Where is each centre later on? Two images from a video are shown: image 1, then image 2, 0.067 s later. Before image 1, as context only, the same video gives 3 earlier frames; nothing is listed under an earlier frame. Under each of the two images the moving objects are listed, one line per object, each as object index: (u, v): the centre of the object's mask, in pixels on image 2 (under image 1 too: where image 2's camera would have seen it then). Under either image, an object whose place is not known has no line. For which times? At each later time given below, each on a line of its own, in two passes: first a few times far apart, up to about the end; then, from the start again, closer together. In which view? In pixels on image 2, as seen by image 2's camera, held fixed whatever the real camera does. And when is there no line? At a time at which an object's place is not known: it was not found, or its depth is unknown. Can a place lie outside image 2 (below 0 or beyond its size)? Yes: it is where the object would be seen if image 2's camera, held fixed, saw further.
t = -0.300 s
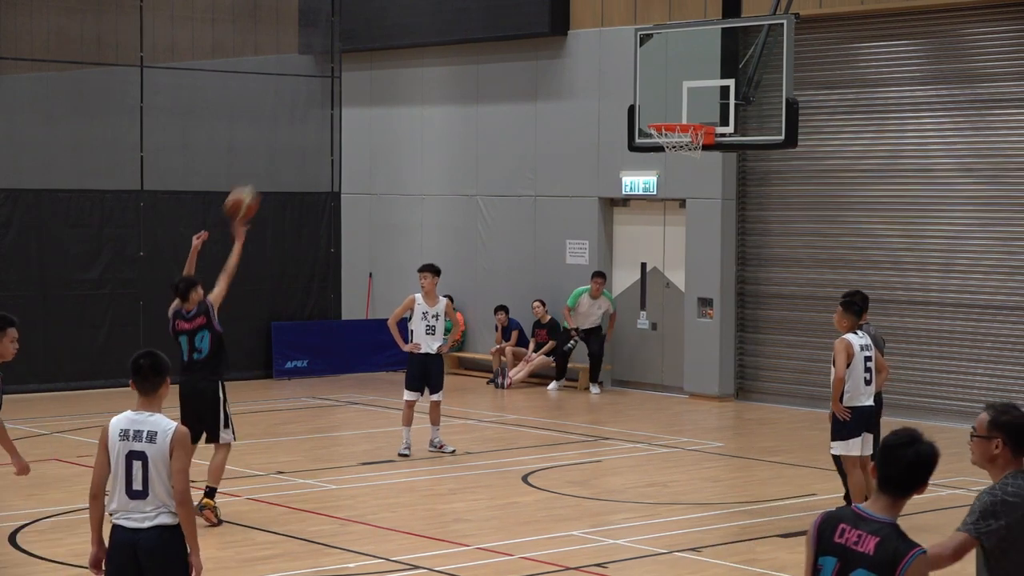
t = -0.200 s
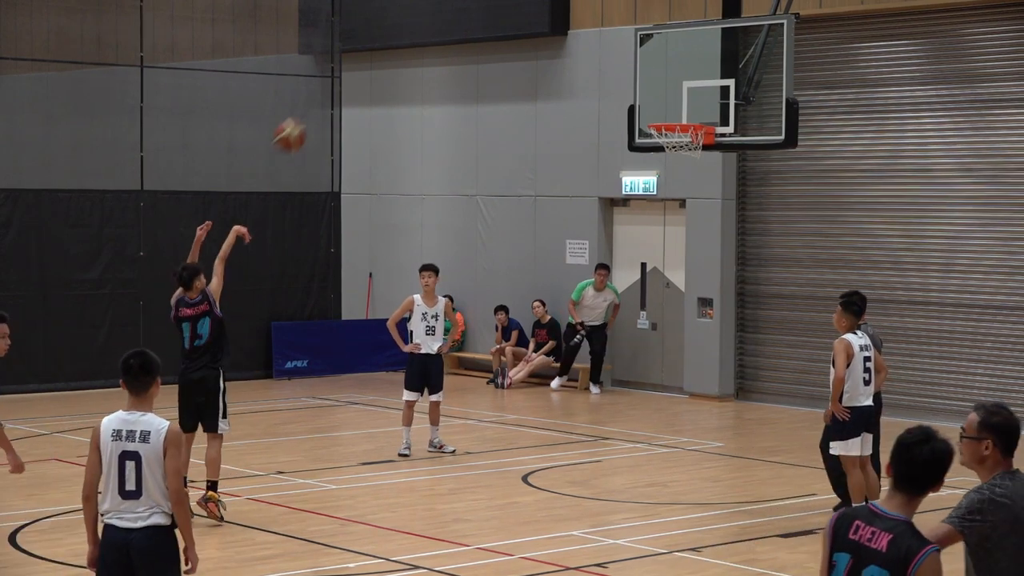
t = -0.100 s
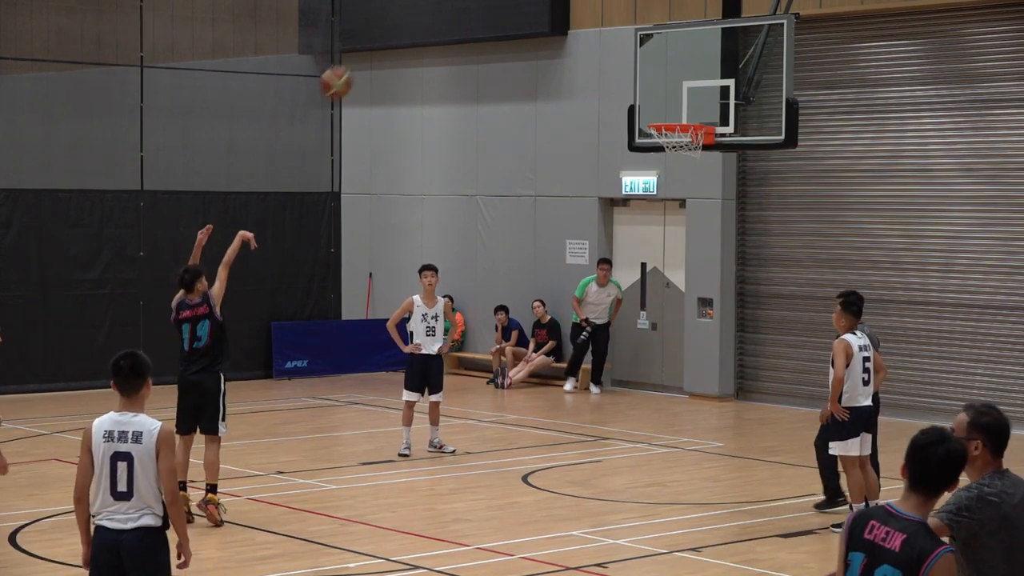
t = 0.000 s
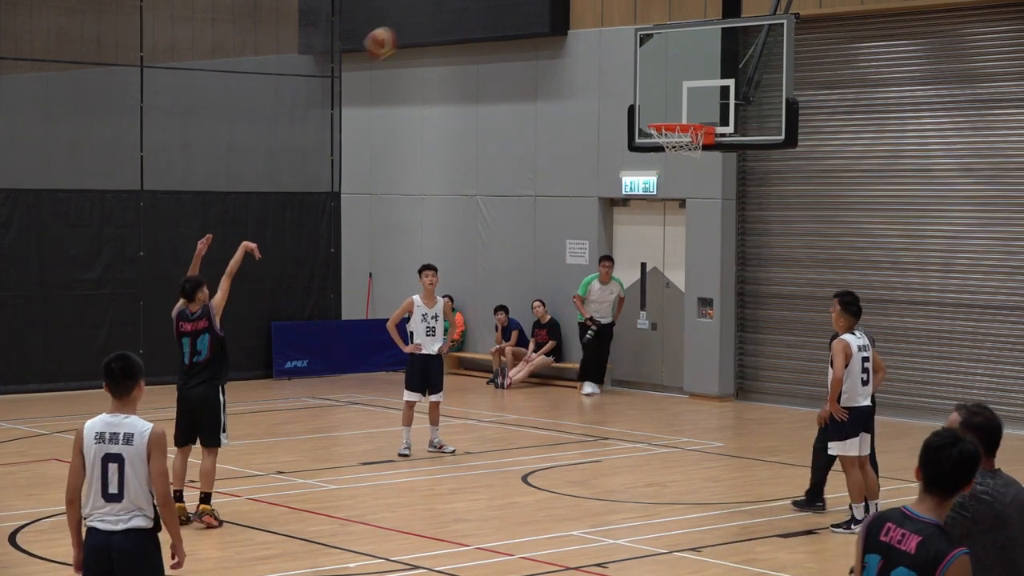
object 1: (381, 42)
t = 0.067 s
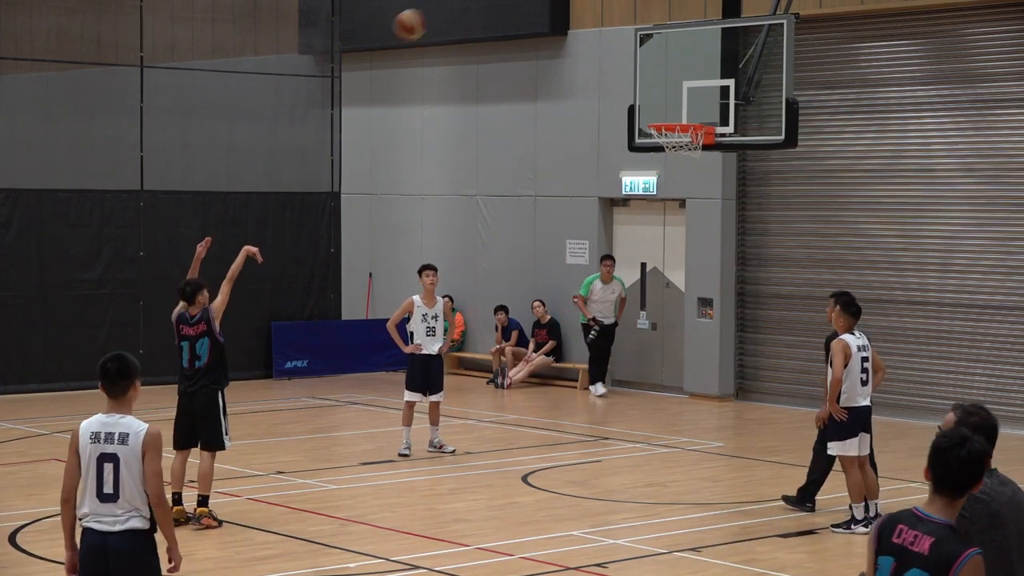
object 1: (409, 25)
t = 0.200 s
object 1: (466, 8)
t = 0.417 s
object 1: (551, 19)
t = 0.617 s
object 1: (622, 78)
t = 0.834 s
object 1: (682, 95)
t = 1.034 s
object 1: (681, 87)
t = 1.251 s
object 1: (659, 111)
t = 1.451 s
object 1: (645, 141)
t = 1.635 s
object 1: (632, 212)
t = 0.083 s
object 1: (417, 20)
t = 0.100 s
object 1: (424, 17)
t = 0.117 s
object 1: (431, 15)
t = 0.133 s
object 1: (437, 13)
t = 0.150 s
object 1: (445, 11)
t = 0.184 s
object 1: (460, 9)
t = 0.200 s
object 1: (466, 8)
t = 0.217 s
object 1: (472, 8)
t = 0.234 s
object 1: (479, 8)
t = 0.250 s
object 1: (486, 8)
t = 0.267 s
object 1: (492, 8)
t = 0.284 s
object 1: (499, 8)
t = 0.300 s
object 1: (506, 8)
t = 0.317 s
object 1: (512, 9)
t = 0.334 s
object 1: (519, 10)
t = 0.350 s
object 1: (526, 11)
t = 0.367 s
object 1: (531, 12)
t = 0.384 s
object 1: (538, 14)
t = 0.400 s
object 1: (544, 16)
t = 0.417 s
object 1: (551, 19)
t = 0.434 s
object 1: (556, 22)
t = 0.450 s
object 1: (562, 25)
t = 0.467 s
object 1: (568, 29)
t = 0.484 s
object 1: (575, 33)
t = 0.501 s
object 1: (581, 38)
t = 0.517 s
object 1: (588, 44)
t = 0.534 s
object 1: (594, 49)
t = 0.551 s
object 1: (599, 54)
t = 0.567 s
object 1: (606, 59)
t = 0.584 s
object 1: (611, 65)
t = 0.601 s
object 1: (616, 71)
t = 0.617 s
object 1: (622, 78)
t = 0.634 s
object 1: (628, 84)
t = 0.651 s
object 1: (634, 91)
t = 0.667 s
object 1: (640, 99)
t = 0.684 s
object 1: (646, 107)
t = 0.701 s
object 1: (651, 112)
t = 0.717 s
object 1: (655, 110)
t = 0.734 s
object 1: (659, 107)
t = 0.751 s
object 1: (663, 104)
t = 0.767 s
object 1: (667, 102)
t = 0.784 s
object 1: (670, 100)
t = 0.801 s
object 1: (675, 99)
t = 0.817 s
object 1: (678, 97)
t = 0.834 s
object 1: (682, 95)
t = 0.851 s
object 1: (686, 94)
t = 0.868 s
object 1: (690, 94)
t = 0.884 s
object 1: (694, 94)
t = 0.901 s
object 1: (695, 93)
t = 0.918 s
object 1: (693, 91)
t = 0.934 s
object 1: (692, 90)
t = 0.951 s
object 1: (690, 89)
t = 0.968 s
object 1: (688, 88)
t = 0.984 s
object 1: (686, 87)
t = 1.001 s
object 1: (684, 87)
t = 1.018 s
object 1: (683, 87)
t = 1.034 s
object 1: (681, 87)
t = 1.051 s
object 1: (679, 88)
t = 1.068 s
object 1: (677, 90)
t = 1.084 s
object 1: (676, 91)
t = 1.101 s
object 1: (673, 93)
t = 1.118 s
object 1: (672, 95)
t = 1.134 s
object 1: (670, 97)
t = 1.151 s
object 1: (667, 100)
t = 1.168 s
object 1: (665, 103)
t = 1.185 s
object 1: (664, 107)
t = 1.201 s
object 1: (662, 110)
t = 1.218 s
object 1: (661, 110)
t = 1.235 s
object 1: (660, 111)
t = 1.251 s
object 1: (659, 111)
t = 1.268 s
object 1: (657, 112)
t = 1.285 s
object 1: (657, 113)
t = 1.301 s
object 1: (655, 115)
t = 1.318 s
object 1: (654, 116)
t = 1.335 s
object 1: (653, 119)
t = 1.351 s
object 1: (652, 121)
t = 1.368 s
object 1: (652, 123)
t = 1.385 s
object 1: (651, 126)
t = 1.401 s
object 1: (649, 130)
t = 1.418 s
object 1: (648, 134)
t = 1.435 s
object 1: (647, 138)
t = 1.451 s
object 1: (645, 141)
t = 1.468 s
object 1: (644, 146)
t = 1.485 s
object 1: (643, 151)
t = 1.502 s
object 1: (642, 156)
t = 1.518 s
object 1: (640, 162)
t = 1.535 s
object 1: (640, 167)
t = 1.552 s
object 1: (638, 174)
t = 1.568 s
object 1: (637, 182)
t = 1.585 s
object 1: (636, 191)
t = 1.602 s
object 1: (634, 198)
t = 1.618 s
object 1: (633, 206)
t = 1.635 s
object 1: (632, 212)
